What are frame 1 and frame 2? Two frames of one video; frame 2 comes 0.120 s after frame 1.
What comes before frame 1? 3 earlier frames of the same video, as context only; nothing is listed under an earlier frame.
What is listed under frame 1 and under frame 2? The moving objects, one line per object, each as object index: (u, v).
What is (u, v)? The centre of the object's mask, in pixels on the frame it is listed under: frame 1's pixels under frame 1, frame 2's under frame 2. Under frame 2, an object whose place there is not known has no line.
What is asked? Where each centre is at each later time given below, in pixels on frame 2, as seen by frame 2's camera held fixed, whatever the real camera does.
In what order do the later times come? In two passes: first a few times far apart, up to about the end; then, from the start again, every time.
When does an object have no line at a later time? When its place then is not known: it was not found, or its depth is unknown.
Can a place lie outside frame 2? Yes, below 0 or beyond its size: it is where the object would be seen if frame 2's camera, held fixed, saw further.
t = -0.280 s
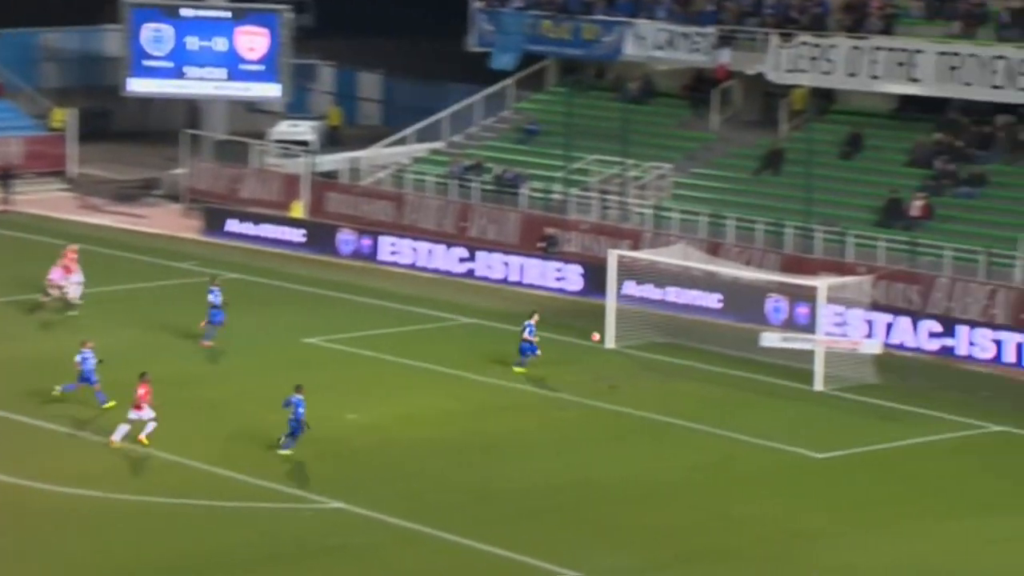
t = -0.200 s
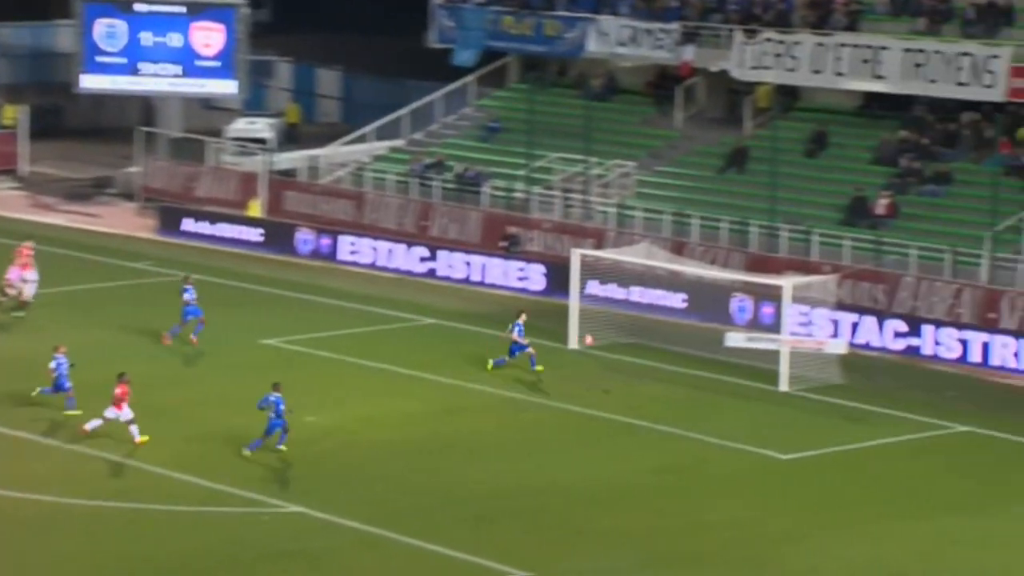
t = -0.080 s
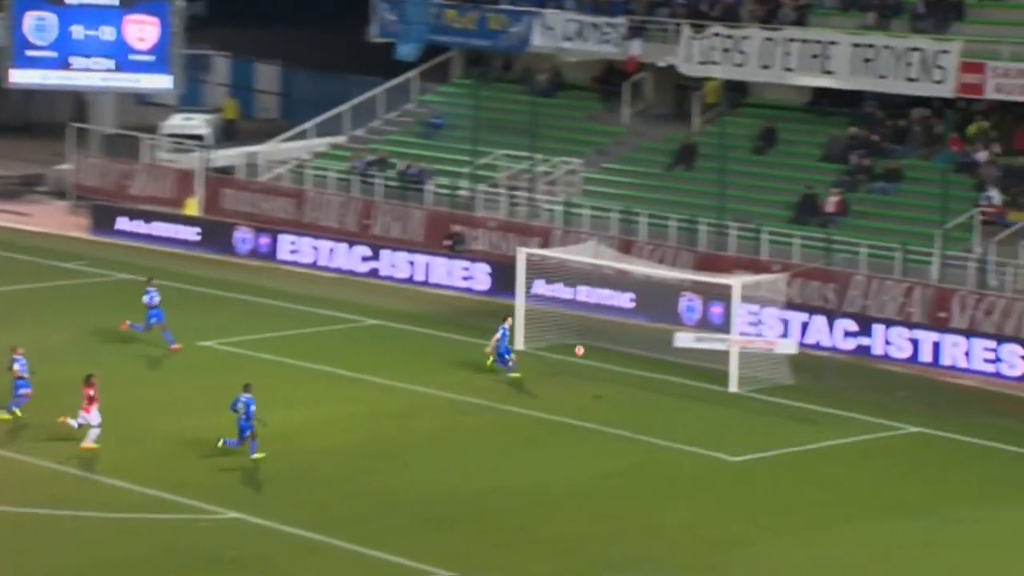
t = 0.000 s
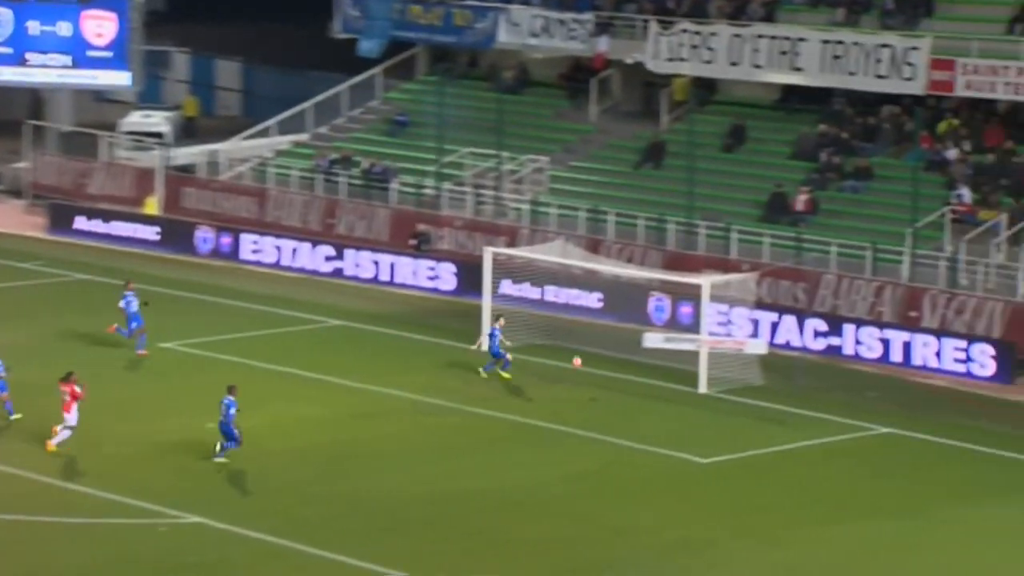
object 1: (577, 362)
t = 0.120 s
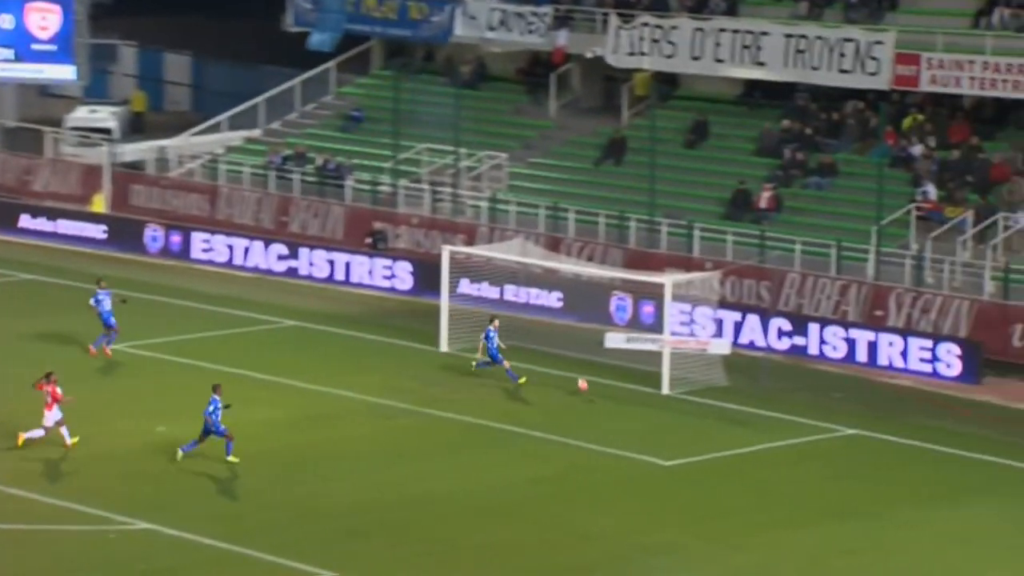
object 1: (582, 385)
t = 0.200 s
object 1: (610, 393)
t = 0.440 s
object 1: (689, 382)
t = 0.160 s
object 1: (597, 394)
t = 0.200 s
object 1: (610, 393)
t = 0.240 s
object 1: (623, 389)
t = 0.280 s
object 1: (637, 386)
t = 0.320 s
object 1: (650, 383)
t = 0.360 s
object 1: (661, 382)
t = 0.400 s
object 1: (676, 382)
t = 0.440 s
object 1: (689, 382)
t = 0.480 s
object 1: (702, 383)
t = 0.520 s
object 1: (715, 385)
